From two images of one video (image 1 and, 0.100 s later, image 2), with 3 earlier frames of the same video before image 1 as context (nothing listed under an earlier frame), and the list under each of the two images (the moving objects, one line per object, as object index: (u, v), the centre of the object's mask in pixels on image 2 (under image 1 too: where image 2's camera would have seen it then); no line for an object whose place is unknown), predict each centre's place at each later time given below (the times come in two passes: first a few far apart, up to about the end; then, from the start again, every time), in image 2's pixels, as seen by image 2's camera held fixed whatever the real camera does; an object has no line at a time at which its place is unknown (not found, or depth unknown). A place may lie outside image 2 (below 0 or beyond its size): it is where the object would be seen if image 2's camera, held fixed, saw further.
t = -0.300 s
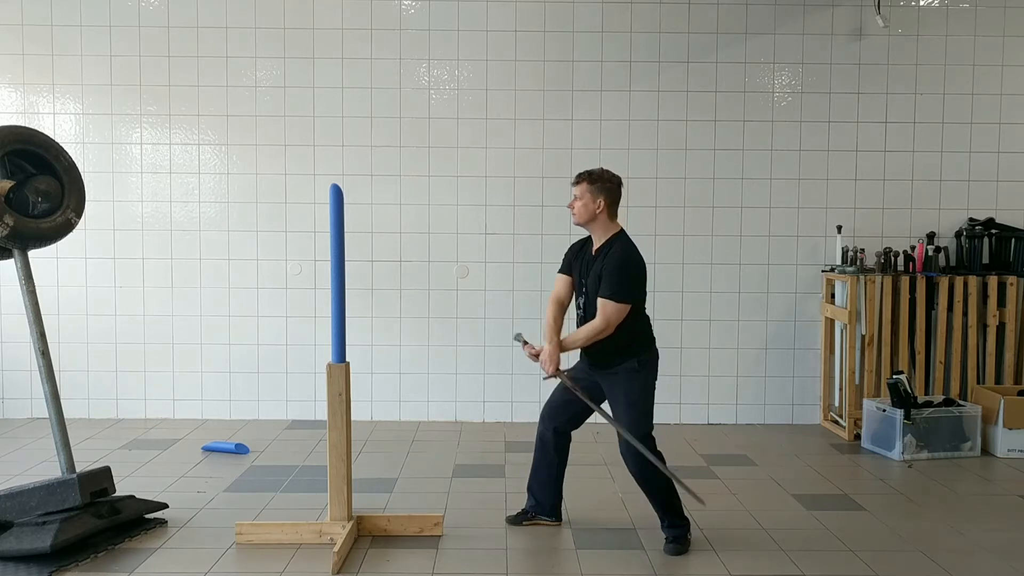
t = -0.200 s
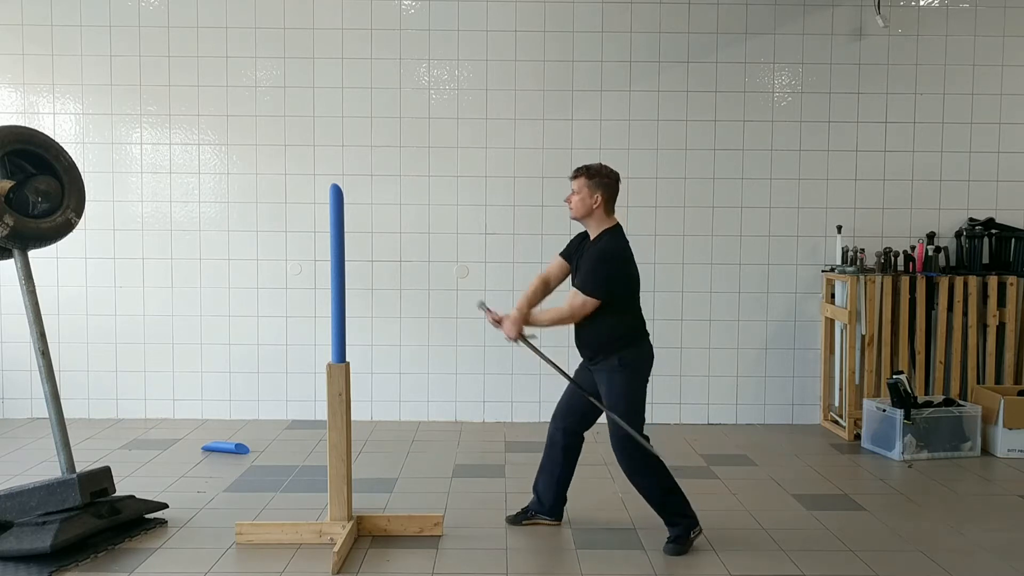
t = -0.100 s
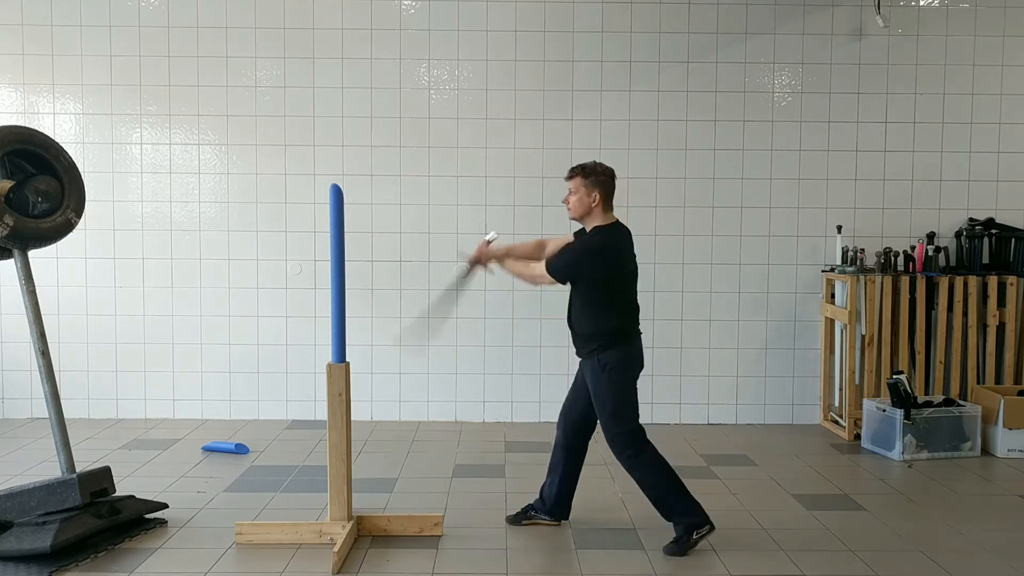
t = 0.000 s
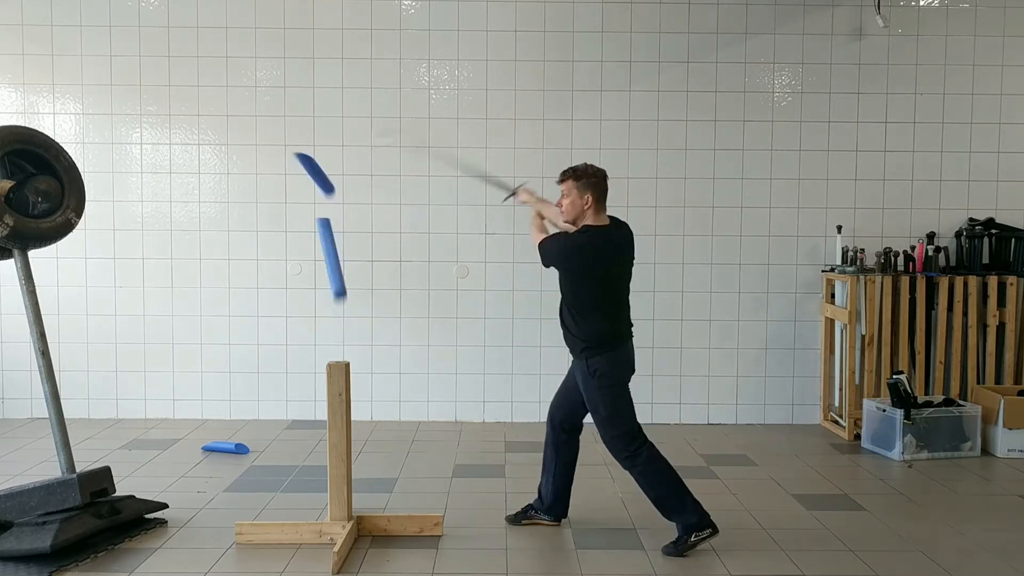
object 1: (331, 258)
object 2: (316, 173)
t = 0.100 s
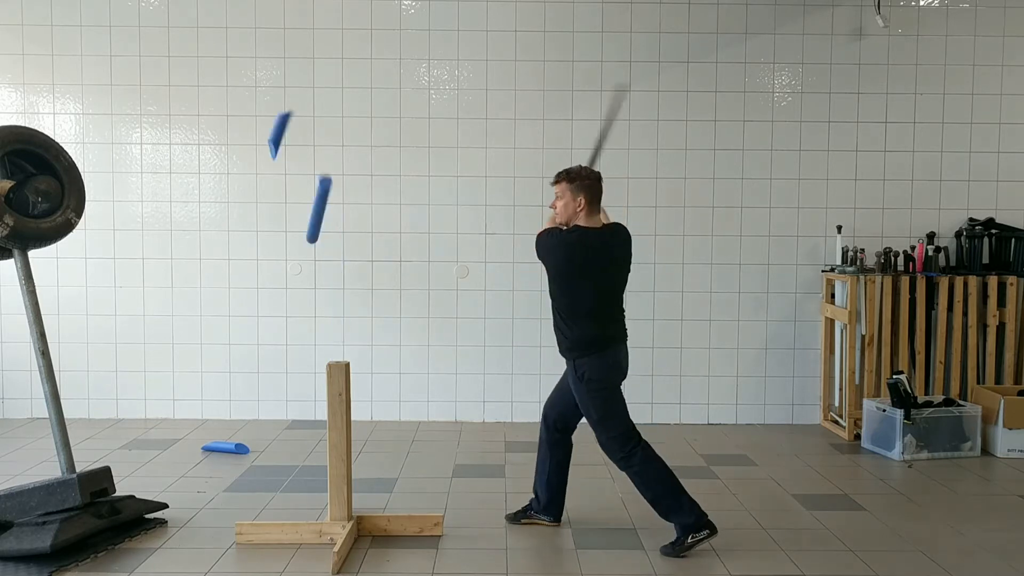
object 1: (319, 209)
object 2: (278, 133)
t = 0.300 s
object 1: (298, 195)
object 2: (226, 123)
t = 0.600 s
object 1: (277, 276)
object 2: (184, 245)
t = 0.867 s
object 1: (265, 396)
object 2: (161, 386)
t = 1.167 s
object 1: (266, 346)
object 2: (181, 450)
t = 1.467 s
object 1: (270, 411)
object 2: (213, 460)
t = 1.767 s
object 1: (292, 443)
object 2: (235, 459)
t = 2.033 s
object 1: (291, 451)
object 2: (254, 461)
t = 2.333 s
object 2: (270, 459)
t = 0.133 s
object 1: (315, 201)
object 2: (268, 121)
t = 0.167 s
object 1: (311, 197)
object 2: (257, 116)
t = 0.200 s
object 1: (307, 194)
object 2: (247, 114)
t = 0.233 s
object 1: (304, 193)
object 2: (238, 115)
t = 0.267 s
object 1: (301, 193)
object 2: (232, 118)
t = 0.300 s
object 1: (298, 195)
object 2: (226, 123)
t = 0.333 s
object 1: (295, 199)
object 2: (220, 129)
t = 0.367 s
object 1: (292, 205)
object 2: (214, 138)
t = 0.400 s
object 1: (290, 211)
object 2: (208, 148)
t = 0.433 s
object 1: (288, 220)
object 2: (202, 162)
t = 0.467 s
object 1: (286, 227)
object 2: (196, 176)
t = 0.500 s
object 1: (283, 237)
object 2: (192, 191)
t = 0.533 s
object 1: (281, 249)
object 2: (188, 209)
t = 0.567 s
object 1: (279, 261)
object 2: (186, 227)
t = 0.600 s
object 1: (277, 276)
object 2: (184, 245)
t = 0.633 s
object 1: (275, 292)
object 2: (180, 262)
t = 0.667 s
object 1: (273, 309)
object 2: (176, 280)
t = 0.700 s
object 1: (271, 328)
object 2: (174, 297)
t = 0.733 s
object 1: (269, 348)
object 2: (172, 315)
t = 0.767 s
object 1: (268, 369)
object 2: (171, 333)
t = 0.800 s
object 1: (266, 393)
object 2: (166, 353)
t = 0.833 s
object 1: (265, 409)
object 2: (162, 369)
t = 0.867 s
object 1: (265, 396)
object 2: (161, 386)
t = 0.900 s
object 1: (265, 383)
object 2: (160, 406)
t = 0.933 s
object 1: (266, 372)
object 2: (158, 426)
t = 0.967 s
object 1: (266, 364)
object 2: (157, 444)
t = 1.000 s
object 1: (266, 357)
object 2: (161, 450)
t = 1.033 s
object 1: (266, 351)
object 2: (166, 452)
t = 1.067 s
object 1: (266, 347)
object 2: (172, 451)
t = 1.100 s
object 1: (266, 345)
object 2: (177, 450)
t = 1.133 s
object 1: (266, 345)
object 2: (180, 448)
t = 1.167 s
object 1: (266, 346)
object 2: (181, 450)
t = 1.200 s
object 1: (266, 348)
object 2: (185, 453)
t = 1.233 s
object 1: (266, 353)
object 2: (190, 455)
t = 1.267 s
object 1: (266, 359)
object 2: (194, 454)
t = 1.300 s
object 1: (266, 366)
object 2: (197, 455)
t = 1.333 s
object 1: (266, 375)
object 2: (200, 457)
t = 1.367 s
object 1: (266, 386)
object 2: (204, 458)
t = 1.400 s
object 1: (266, 398)
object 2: (208, 460)
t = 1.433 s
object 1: (266, 411)
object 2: (210, 459)
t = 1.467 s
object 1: (270, 411)
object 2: (213, 460)
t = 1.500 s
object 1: (274, 412)
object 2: (215, 460)
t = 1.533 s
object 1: (277, 415)
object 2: (218, 460)
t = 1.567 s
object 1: (280, 418)
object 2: (221, 460)
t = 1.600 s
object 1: (284, 424)
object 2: (223, 460)
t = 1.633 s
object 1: (287, 430)
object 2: (226, 460)
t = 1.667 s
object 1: (289, 434)
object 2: (228, 460)
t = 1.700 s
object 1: (290, 435)
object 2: (230, 459)
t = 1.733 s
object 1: (291, 438)
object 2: (233, 459)
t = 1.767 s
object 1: (292, 443)
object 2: (235, 459)
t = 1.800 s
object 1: (293, 445)
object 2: (237, 460)
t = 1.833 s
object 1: (293, 447)
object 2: (239, 460)
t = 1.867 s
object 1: (292, 446)
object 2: (241, 460)
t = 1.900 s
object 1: (291, 447)
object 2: (244, 461)
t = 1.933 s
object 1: (292, 447)
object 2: (246, 461)
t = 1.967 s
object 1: (291, 449)
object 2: (249, 461)
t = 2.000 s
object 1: (290, 450)
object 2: (251, 461)
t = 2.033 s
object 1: (291, 451)
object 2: (254, 461)
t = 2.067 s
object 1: (290, 451)
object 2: (256, 460)
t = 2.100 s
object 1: (290, 451)
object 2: (258, 460)
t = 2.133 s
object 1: (289, 451)
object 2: (260, 460)
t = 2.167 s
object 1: (290, 452)
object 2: (262, 459)
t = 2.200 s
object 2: (263, 459)
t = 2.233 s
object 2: (265, 459)
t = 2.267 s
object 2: (266, 459)
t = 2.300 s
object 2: (268, 459)
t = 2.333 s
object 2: (270, 459)
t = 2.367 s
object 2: (271, 459)
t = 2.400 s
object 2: (272, 459)
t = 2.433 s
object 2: (273, 459)
